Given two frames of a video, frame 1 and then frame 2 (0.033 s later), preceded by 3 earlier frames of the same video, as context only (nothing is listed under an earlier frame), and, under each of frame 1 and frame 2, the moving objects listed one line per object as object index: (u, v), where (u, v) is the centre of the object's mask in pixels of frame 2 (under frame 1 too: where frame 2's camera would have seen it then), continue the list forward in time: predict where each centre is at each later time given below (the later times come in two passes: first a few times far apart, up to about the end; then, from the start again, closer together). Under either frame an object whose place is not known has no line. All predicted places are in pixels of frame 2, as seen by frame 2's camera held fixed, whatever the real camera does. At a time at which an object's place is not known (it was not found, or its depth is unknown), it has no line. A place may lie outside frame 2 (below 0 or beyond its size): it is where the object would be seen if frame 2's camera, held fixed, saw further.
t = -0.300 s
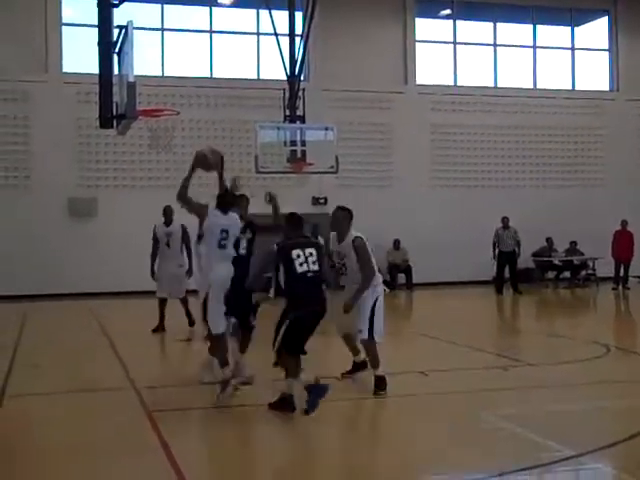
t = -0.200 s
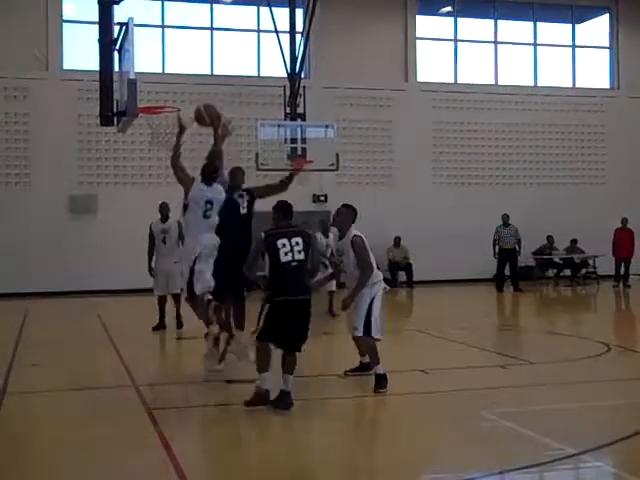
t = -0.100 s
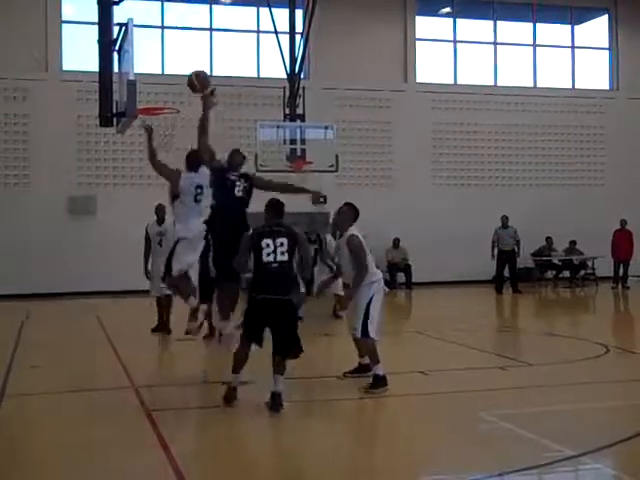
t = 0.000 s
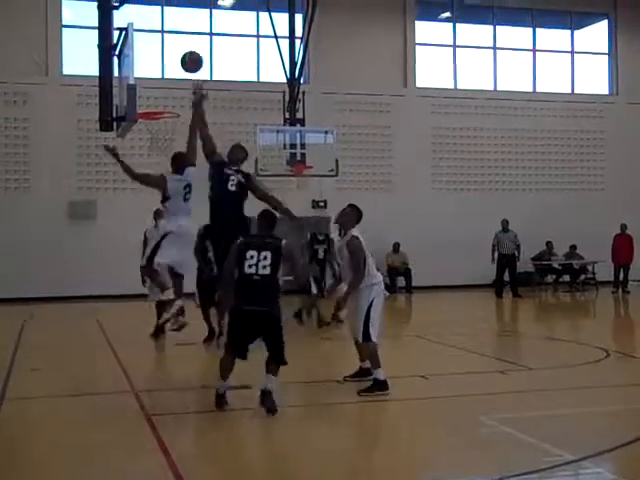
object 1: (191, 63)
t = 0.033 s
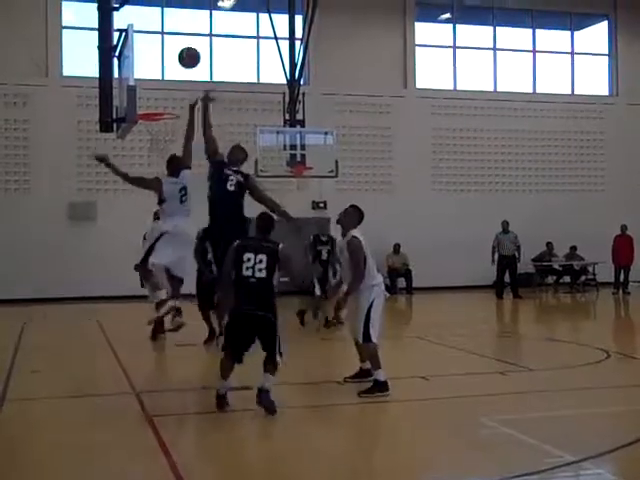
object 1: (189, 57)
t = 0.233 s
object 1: (177, 47)
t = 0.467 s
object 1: (165, 78)
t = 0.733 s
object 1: (166, 129)
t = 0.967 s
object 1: (166, 133)
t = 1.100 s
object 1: (164, 154)
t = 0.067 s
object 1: (187, 53)
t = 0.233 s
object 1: (177, 47)
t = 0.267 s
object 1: (175, 49)
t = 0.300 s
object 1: (173, 51)
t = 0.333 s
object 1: (172, 55)
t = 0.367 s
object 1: (170, 59)
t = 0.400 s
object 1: (168, 64)
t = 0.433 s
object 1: (166, 71)
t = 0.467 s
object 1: (165, 78)
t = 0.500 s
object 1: (163, 85)
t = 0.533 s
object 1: (161, 94)
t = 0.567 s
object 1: (159, 102)
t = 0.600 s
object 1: (157, 111)
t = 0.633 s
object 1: (158, 117)
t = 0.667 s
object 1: (161, 124)
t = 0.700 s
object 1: (163, 127)
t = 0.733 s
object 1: (166, 129)
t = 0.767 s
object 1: (166, 129)
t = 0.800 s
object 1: (166, 128)
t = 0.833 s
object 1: (166, 128)
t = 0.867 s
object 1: (166, 129)
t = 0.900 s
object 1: (166, 129)
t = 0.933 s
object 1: (166, 131)
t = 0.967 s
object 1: (166, 133)
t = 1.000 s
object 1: (165, 138)
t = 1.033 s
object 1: (165, 141)
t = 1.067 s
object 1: (164, 146)
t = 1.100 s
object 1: (164, 154)
